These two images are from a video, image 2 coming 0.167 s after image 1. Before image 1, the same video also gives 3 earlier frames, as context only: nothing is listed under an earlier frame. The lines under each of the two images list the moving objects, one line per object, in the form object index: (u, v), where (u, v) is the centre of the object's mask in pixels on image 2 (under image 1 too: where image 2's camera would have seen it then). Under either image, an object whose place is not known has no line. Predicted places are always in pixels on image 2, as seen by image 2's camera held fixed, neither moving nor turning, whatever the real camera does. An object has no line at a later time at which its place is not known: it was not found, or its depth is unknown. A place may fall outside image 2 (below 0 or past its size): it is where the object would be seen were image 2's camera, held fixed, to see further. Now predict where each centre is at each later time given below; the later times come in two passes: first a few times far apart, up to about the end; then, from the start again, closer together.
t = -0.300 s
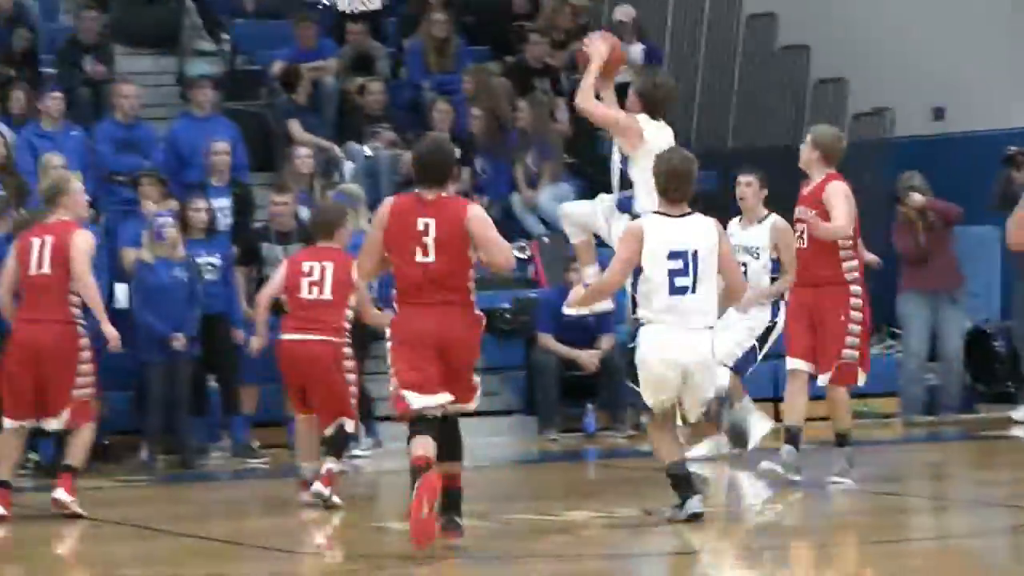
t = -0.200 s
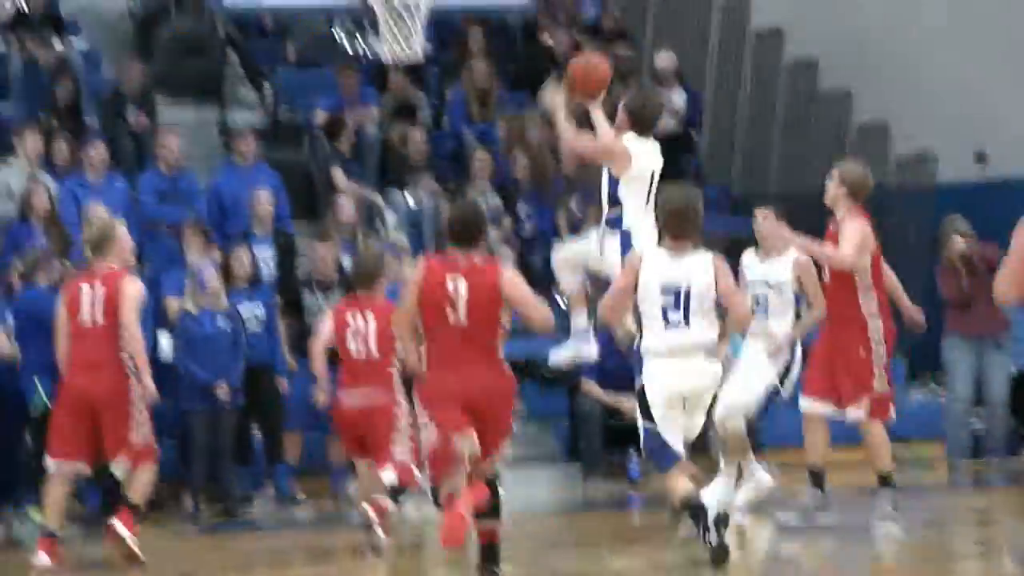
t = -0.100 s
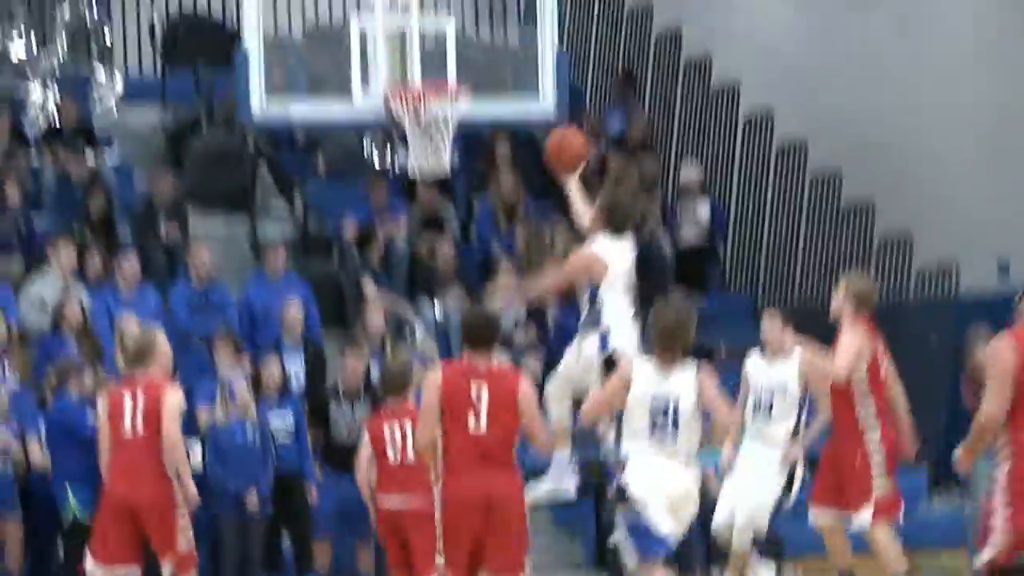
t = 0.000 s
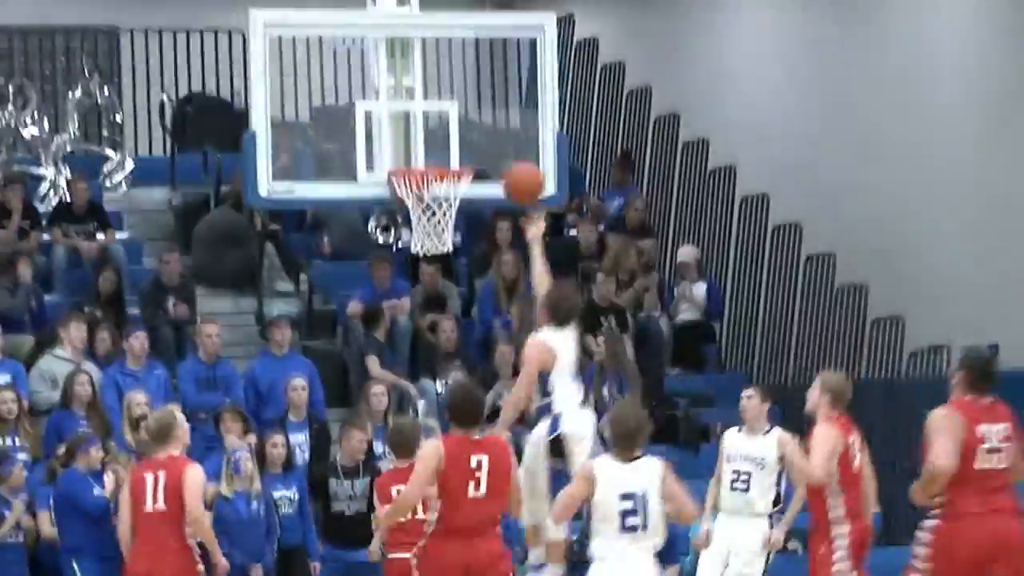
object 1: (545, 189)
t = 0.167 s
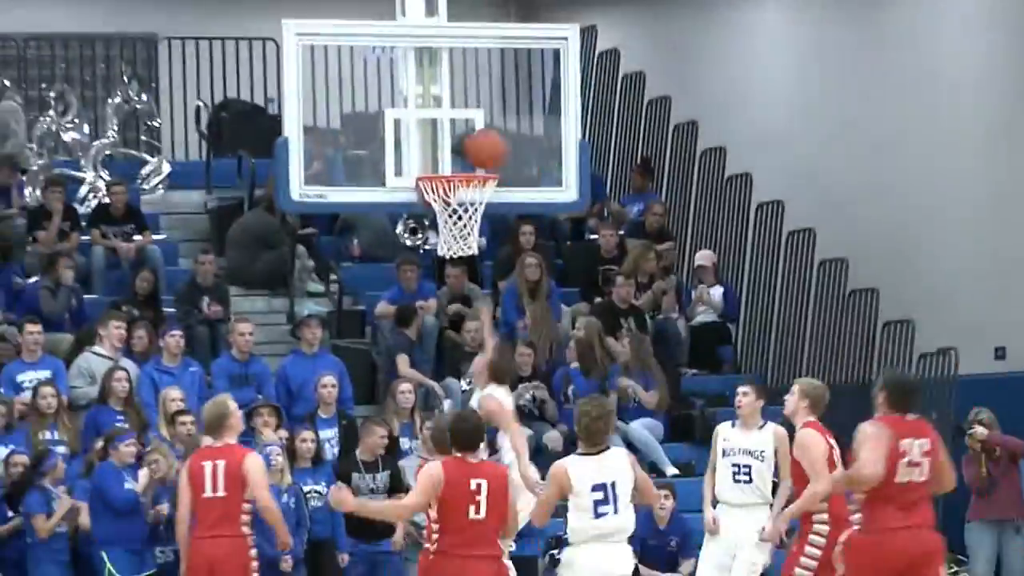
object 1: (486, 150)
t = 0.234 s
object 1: (476, 142)
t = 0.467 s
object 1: (455, 162)
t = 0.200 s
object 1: (481, 145)
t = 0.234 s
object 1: (476, 142)
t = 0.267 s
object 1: (473, 142)
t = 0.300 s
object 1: (470, 143)
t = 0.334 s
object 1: (466, 145)
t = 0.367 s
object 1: (462, 152)
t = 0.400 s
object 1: (458, 157)
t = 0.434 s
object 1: (454, 161)
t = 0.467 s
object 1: (455, 162)
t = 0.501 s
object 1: (457, 164)
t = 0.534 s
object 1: (460, 165)
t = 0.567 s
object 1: (462, 168)
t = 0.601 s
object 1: (461, 170)
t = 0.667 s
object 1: (458, 199)
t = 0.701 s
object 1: (451, 209)
